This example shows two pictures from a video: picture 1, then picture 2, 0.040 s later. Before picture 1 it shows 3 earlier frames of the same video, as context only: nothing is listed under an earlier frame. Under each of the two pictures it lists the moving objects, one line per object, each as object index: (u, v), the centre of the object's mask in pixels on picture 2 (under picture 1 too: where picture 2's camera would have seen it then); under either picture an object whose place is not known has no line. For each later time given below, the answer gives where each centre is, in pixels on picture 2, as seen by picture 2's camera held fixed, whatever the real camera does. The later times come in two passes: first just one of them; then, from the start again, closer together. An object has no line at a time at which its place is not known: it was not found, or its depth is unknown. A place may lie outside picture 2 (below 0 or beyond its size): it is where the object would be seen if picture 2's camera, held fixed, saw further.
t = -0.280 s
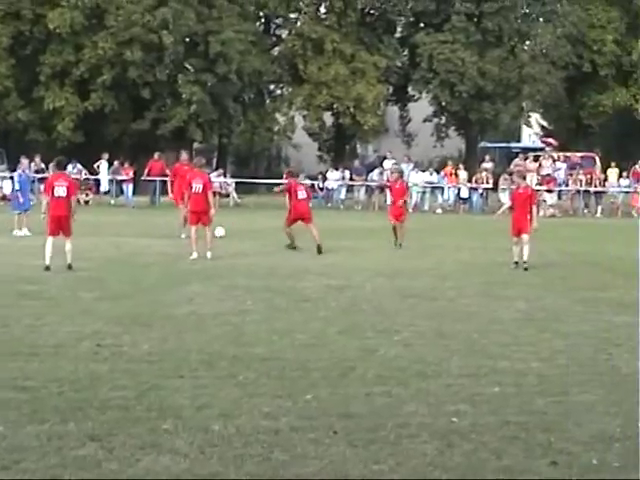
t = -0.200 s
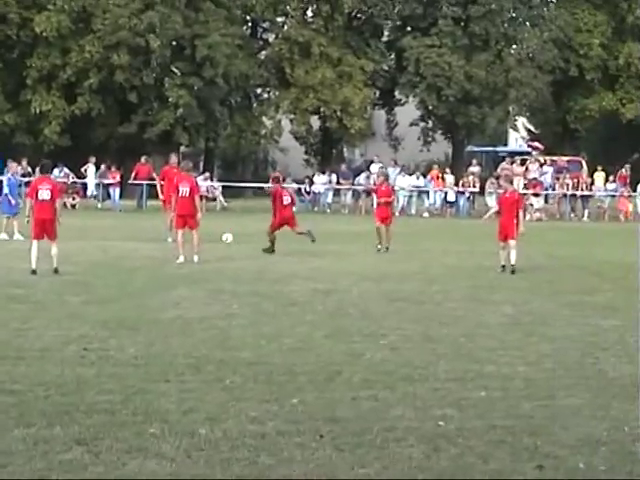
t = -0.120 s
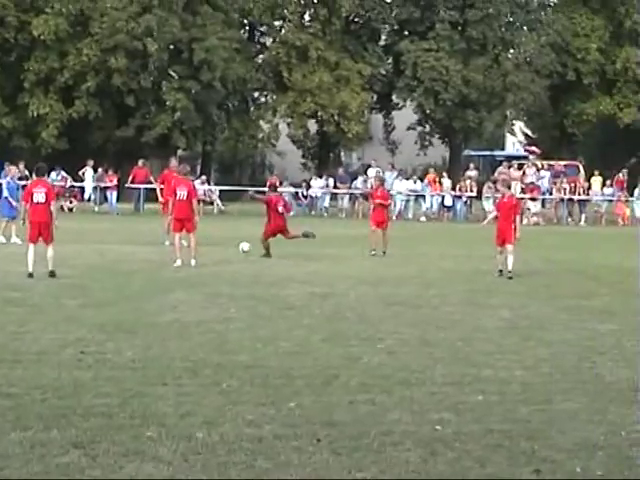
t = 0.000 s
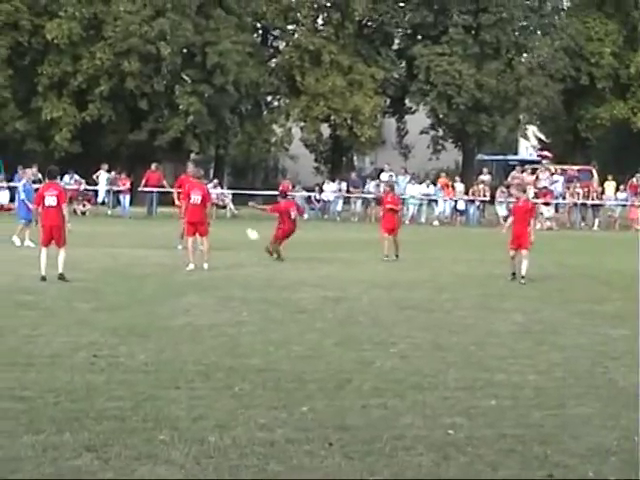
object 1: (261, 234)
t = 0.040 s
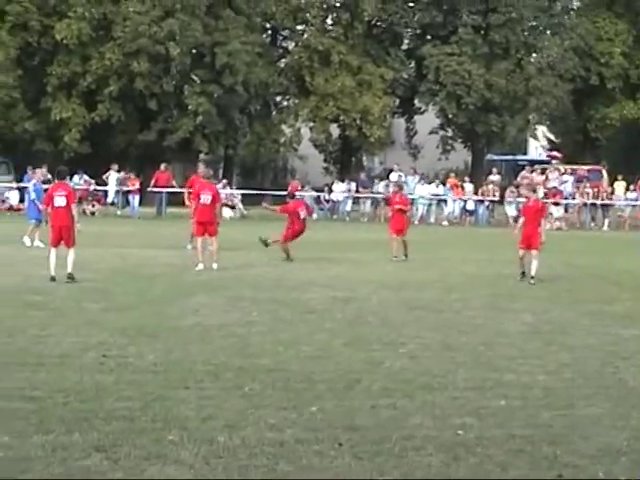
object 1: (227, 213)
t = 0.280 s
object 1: (28, 92)
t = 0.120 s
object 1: (159, 170)
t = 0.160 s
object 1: (127, 150)
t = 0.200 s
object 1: (93, 131)
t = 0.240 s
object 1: (60, 111)
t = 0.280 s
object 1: (28, 92)
